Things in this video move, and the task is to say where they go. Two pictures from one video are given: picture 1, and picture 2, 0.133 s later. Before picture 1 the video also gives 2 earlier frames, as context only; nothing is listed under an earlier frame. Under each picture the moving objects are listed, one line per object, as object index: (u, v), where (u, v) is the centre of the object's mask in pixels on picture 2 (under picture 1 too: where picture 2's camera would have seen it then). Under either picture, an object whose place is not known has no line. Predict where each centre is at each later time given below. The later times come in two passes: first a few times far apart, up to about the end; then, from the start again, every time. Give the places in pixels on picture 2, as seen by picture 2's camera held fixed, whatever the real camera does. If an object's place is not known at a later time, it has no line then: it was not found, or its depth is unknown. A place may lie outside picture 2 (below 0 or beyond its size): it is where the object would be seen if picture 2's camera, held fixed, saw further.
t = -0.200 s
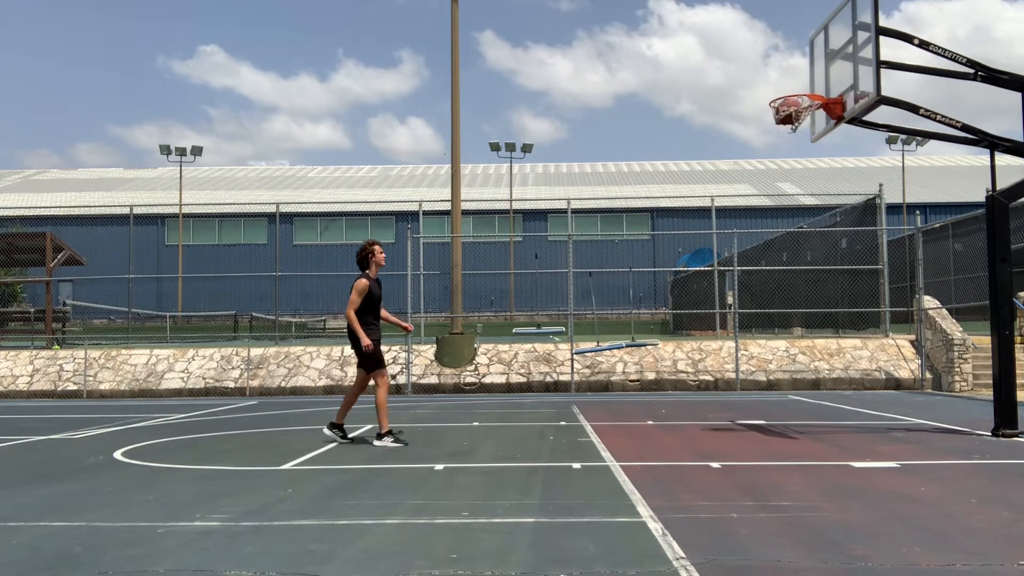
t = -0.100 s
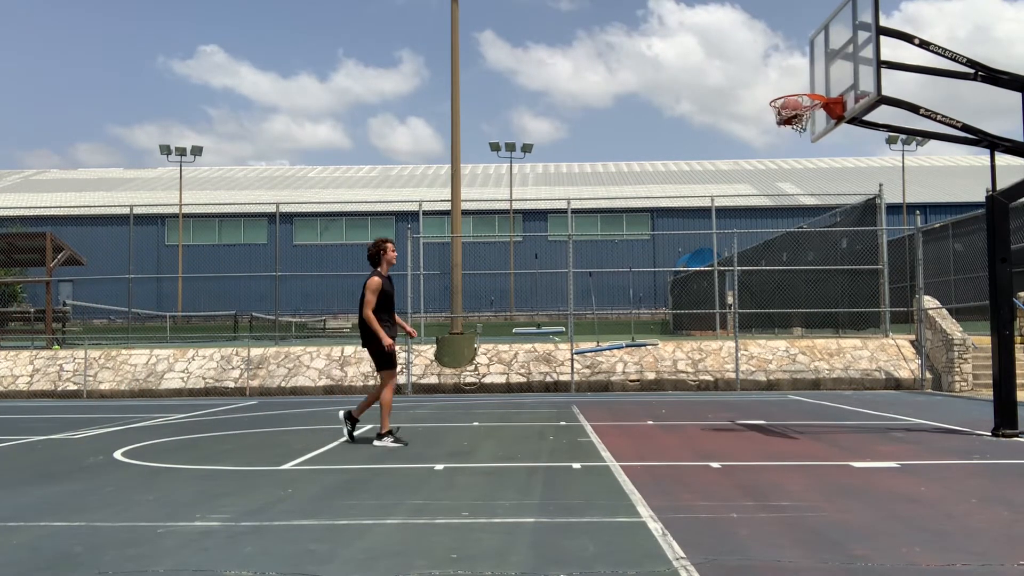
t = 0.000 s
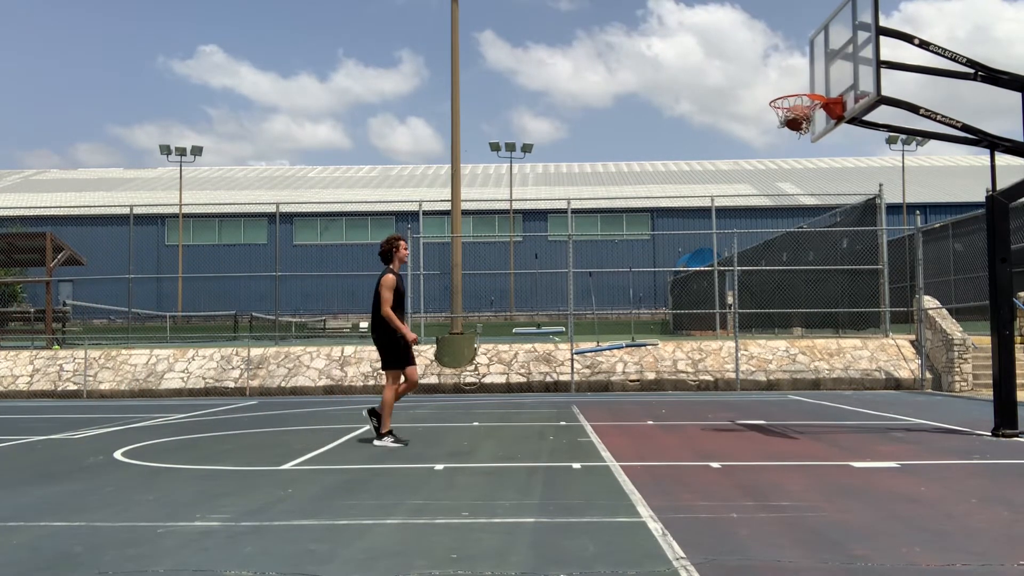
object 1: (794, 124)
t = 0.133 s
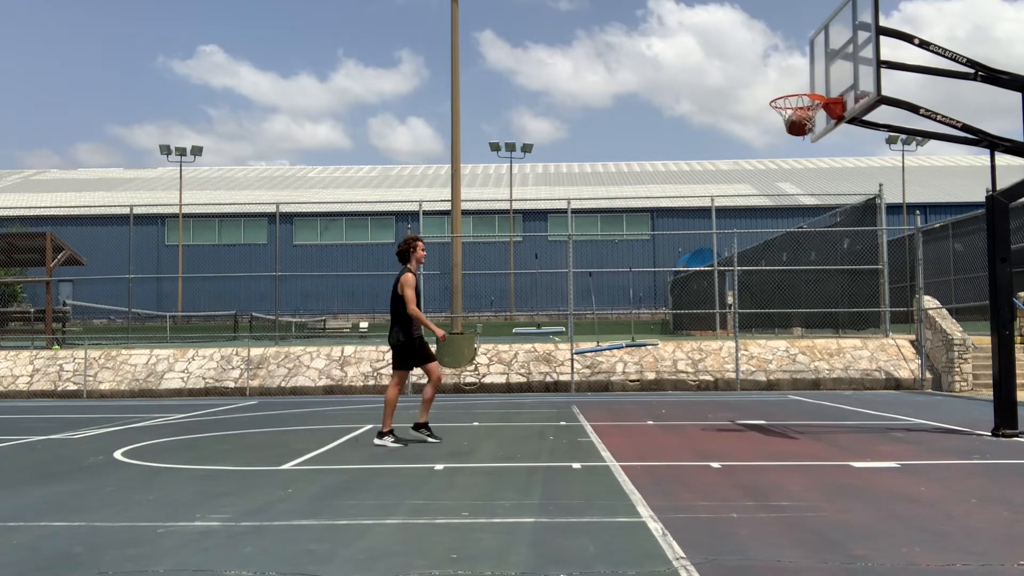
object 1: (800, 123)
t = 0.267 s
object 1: (796, 127)
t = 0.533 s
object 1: (798, 125)
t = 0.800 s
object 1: (796, 141)
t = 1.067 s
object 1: (793, 220)
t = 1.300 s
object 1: (791, 350)
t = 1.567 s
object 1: (783, 329)
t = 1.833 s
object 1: (772, 231)
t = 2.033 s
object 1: (764, 208)
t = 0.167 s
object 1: (796, 125)
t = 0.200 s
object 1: (796, 126)
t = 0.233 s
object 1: (796, 126)
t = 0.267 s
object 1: (796, 127)
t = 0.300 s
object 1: (796, 127)
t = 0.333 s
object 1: (796, 127)
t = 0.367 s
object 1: (796, 126)
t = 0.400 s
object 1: (796, 126)
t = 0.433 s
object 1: (796, 127)
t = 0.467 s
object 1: (796, 126)
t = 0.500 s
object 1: (796, 127)
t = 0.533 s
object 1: (798, 125)
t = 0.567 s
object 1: (798, 125)
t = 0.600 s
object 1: (796, 127)
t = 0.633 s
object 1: (796, 127)
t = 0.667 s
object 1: (797, 127)
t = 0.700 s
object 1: (797, 131)
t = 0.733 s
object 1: (797, 132)
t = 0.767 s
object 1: (797, 137)
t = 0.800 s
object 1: (796, 141)
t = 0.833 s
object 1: (796, 146)
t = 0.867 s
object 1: (796, 153)
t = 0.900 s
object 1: (795, 161)
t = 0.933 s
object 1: (795, 171)
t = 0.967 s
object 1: (794, 181)
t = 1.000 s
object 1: (794, 193)
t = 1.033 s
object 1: (793, 206)
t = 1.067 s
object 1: (793, 220)
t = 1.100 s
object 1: (793, 235)
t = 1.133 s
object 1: (792, 251)
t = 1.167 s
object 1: (792, 268)
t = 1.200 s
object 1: (792, 286)
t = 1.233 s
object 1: (791, 306)
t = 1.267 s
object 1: (791, 327)
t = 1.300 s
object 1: (791, 350)
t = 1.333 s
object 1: (791, 373)
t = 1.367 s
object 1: (791, 397)
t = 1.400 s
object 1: (791, 423)
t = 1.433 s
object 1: (790, 409)
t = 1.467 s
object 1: (788, 388)
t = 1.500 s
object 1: (787, 367)
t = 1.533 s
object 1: (785, 347)
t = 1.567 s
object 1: (783, 329)
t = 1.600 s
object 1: (781, 312)
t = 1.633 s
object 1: (780, 297)
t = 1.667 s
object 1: (779, 283)
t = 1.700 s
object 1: (777, 270)
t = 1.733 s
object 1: (776, 258)
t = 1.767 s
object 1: (774, 248)
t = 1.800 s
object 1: (773, 239)
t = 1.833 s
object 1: (772, 231)
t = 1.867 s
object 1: (770, 224)
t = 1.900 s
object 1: (769, 218)
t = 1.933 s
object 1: (768, 214)
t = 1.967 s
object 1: (767, 211)
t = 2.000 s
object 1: (765, 209)
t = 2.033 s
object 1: (764, 208)
